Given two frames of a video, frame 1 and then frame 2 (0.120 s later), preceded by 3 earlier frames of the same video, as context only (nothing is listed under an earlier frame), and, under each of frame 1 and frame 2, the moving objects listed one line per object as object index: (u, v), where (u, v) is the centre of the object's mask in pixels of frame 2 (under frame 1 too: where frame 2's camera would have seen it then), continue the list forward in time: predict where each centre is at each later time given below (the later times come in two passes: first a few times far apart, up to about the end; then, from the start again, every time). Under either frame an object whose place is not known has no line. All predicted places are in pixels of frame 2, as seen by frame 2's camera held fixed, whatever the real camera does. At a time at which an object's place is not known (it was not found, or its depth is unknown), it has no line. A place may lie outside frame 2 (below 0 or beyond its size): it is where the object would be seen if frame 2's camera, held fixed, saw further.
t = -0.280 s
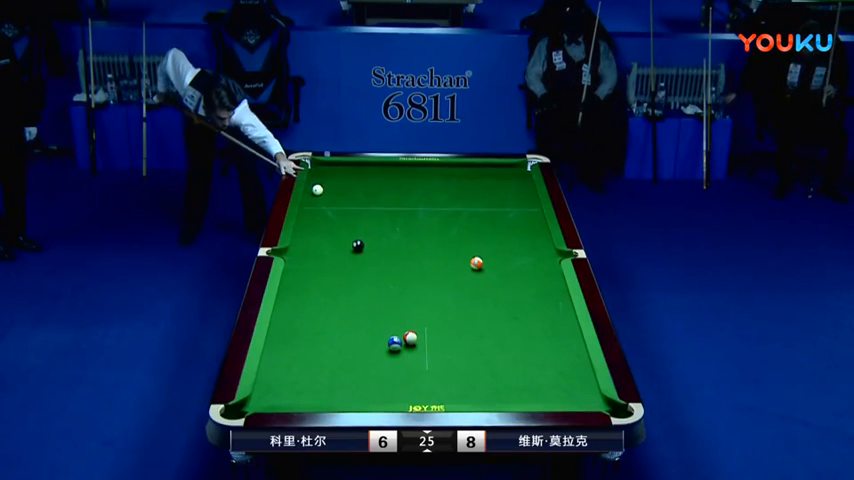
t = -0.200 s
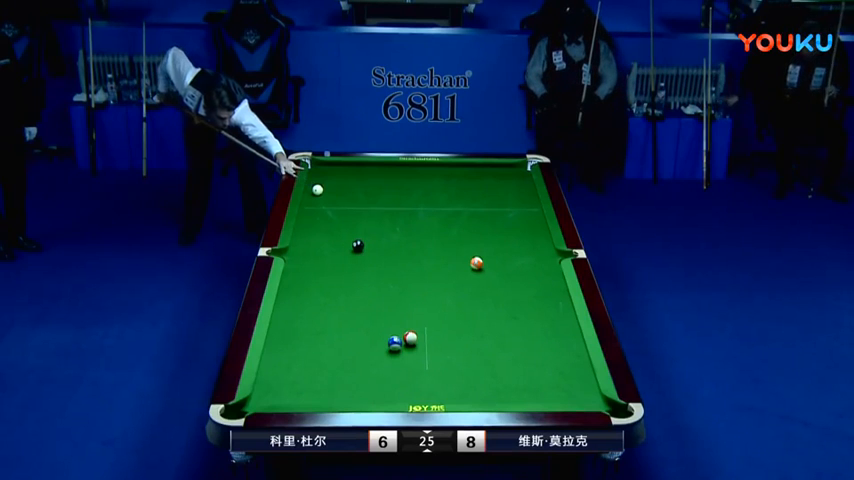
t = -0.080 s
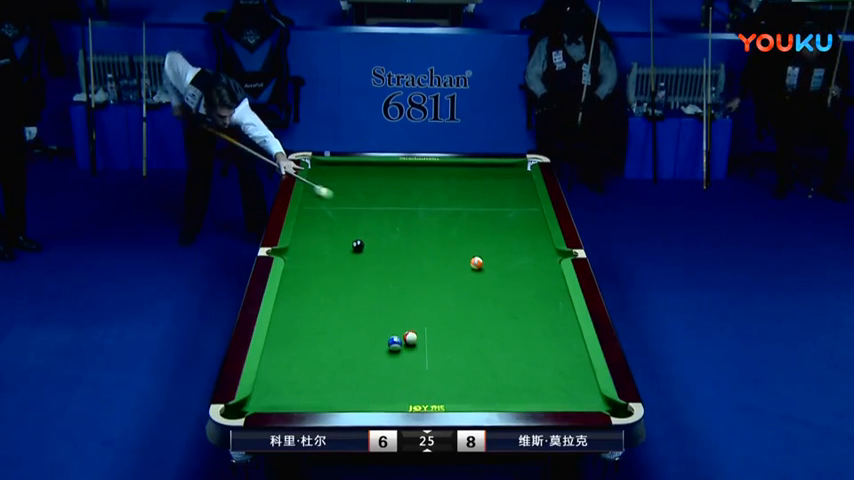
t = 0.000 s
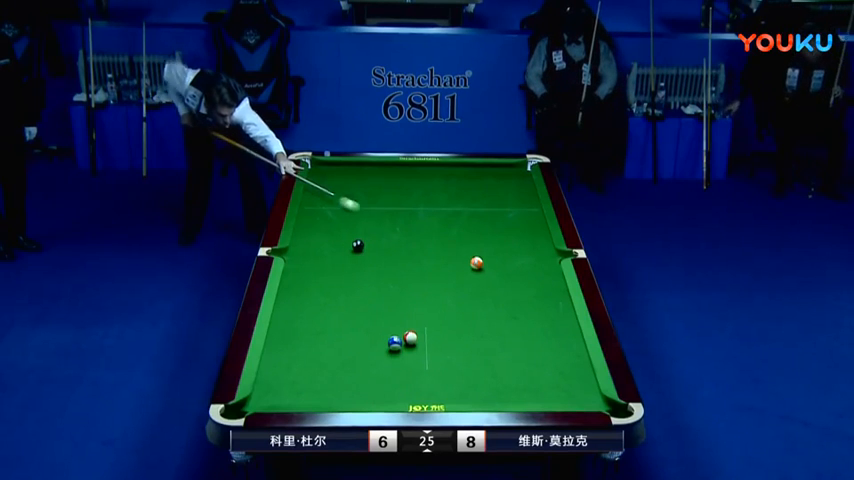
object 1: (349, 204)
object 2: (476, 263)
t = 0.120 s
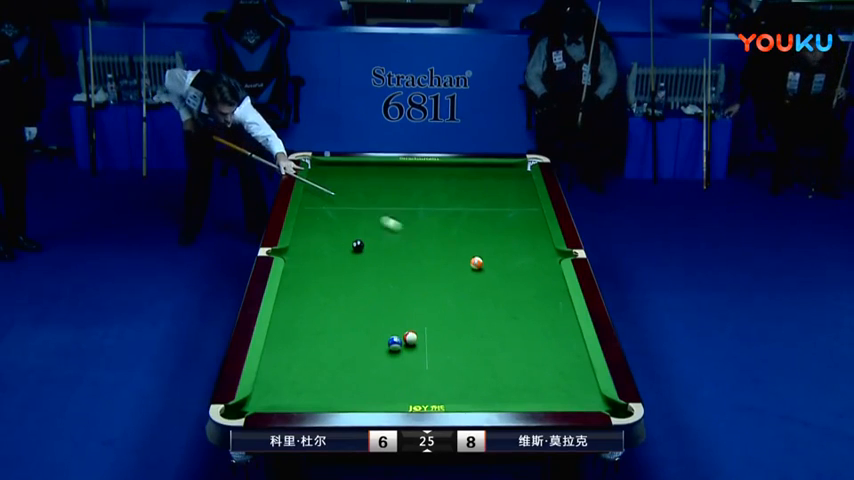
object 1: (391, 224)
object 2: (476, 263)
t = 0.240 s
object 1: (435, 245)
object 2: (476, 263)
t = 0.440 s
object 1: (468, 262)
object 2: (528, 285)
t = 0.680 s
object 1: (486, 273)
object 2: (529, 320)
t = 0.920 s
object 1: (509, 287)
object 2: (479, 347)
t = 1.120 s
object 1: (529, 298)
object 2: (435, 371)
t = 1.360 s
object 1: (554, 313)
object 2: (377, 398)
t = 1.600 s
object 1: (569, 326)
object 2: (324, 385)
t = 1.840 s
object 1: (561, 338)
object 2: (278, 367)
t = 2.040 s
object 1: (555, 348)
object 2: (289, 352)
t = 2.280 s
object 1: (548, 359)
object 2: (319, 335)
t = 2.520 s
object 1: (540, 371)
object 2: (346, 320)
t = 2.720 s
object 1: (534, 381)
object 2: (367, 308)
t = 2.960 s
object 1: (526, 392)
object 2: (391, 295)
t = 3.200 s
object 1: (519, 399)
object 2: (412, 283)
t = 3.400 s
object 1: (513, 396)
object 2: (428, 274)
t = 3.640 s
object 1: (506, 390)
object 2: (446, 264)
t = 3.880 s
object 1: (500, 385)
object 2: (464, 254)
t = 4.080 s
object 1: (495, 381)
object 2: (477, 247)
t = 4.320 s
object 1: (490, 377)
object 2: (492, 238)
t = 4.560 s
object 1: (485, 373)
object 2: (505, 230)
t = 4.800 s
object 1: (482, 371)
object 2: (518, 223)
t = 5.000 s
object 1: (479, 368)
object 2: (529, 219)
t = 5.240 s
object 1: (477, 366)
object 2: (537, 212)
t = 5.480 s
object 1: (475, 365)
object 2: (529, 208)
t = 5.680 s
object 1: (474, 365)
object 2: (523, 205)
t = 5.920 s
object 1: (473, 364)
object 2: (516, 202)
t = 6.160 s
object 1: (473, 364)
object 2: (509, 199)
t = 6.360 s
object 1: (473, 364)
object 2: (504, 196)
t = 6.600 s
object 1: (473, 364)
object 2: (499, 194)
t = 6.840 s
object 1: (473, 364)
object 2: (494, 192)
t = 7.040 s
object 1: (473, 364)
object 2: (491, 190)
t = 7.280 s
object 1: (473, 364)
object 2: (487, 188)
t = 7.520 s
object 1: (473, 364)
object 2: (484, 187)
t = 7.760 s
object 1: (473, 364)
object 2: (482, 186)
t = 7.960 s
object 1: (473, 364)
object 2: (480, 185)
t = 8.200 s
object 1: (473, 364)
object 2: (479, 184)
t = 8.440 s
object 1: (473, 364)
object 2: (478, 184)
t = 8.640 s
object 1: (473, 364)
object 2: (477, 184)
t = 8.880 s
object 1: (473, 364)
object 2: (477, 184)
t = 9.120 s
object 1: (473, 364)
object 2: (477, 184)
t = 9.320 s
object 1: (473, 365)
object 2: (477, 184)
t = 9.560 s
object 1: (473, 365)
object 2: (477, 184)
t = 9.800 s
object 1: (473, 365)
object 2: (477, 184)
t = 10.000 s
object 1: (473, 365)
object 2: (477, 184)
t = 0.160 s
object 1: (405, 230)
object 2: (476, 263)
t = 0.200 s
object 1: (420, 237)
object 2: (476, 263)
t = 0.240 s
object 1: (435, 245)
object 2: (476, 263)
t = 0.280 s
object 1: (451, 252)
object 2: (476, 263)
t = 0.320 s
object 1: (464, 258)
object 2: (479, 264)
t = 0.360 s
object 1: (467, 260)
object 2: (494, 270)
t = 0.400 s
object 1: (468, 261)
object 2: (511, 278)
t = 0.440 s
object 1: (468, 262)
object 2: (528, 285)
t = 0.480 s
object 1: (470, 263)
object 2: (544, 292)
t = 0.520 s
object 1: (472, 265)
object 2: (560, 299)
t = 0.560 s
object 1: (475, 266)
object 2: (560, 305)
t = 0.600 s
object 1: (478, 268)
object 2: (549, 309)
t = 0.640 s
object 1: (482, 271)
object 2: (539, 315)
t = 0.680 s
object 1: (486, 273)
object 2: (529, 320)
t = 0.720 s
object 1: (490, 275)
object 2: (520, 324)
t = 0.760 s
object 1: (493, 277)
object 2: (511, 329)
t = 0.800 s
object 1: (498, 280)
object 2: (503, 333)
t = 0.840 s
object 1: (502, 282)
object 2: (496, 337)
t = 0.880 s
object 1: (506, 284)
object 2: (488, 342)
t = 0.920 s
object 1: (509, 287)
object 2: (479, 347)
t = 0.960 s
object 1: (514, 289)
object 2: (470, 350)
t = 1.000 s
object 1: (518, 291)
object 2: (462, 356)
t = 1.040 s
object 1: (522, 293)
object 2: (452, 361)
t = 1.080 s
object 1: (526, 296)
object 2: (444, 366)
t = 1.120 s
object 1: (529, 298)
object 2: (435, 371)
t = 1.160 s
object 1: (534, 301)
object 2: (424, 376)
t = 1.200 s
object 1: (538, 303)
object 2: (415, 381)
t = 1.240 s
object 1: (542, 305)
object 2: (406, 386)
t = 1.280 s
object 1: (546, 308)
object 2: (395, 391)
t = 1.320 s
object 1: (550, 310)
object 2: (386, 395)
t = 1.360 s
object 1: (554, 313)
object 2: (377, 398)
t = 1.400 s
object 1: (558, 315)
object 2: (366, 399)
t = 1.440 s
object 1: (562, 317)
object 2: (358, 396)
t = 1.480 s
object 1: (566, 320)
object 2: (349, 395)
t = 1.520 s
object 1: (570, 322)
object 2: (341, 392)
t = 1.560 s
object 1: (570, 324)
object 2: (332, 389)
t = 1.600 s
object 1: (569, 326)
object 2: (324, 385)
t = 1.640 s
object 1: (568, 328)
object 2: (317, 382)
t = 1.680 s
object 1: (567, 330)
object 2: (309, 379)
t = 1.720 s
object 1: (565, 332)
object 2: (301, 376)
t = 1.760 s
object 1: (564, 334)
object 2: (294, 373)
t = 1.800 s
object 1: (563, 336)
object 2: (285, 371)
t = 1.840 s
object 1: (561, 338)
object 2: (278, 367)
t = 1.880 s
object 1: (560, 340)
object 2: (270, 365)
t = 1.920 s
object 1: (559, 342)
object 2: (269, 361)
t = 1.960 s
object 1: (558, 344)
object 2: (276, 358)
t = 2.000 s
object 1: (557, 346)
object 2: (283, 355)
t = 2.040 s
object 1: (555, 348)
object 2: (289, 352)
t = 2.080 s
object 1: (554, 350)
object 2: (294, 349)
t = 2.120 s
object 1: (553, 352)
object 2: (298, 347)
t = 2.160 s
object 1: (552, 354)
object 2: (304, 343)
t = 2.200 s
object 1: (550, 355)
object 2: (309, 341)
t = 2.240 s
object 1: (549, 358)
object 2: (314, 338)
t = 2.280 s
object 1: (548, 359)
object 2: (319, 335)
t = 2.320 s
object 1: (547, 361)
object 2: (323, 333)
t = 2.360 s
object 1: (545, 363)
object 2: (328, 330)
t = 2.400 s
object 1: (544, 366)
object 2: (332, 328)
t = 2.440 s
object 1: (543, 367)
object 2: (337, 325)
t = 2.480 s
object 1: (541, 369)
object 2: (341, 323)
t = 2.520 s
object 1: (540, 371)
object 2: (346, 320)
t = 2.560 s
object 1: (539, 373)
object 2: (351, 318)
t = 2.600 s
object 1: (538, 375)
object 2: (354, 316)
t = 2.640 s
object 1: (537, 377)
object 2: (359, 313)
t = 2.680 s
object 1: (536, 379)
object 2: (363, 310)
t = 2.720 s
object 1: (534, 381)
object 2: (367, 308)
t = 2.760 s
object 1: (533, 382)
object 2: (371, 306)
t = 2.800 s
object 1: (531, 384)
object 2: (375, 304)
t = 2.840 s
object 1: (530, 386)
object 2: (379, 302)
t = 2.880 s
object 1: (529, 388)
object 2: (383, 300)
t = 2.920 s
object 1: (528, 390)
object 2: (386, 297)
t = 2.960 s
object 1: (526, 392)
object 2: (391, 295)
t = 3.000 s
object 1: (525, 393)
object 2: (394, 293)
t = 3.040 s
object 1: (524, 395)
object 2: (398, 291)
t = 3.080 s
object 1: (523, 396)
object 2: (402, 289)
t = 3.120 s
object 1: (521, 397)
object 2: (404, 287)
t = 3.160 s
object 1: (520, 398)
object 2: (408, 285)
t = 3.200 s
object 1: (519, 399)
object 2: (412, 283)
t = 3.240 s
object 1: (517, 398)
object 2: (415, 282)
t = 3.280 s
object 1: (517, 397)
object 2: (419, 280)
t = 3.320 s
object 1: (515, 397)
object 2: (422, 278)
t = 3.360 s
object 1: (514, 396)
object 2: (425, 276)
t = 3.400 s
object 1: (513, 396)
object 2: (428, 274)
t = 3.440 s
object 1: (511, 395)
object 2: (432, 272)
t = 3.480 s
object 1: (510, 395)
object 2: (435, 271)
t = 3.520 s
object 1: (509, 393)
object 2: (438, 269)
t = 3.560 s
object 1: (508, 392)
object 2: (441, 267)
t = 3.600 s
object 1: (507, 391)
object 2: (444, 265)
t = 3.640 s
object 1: (506, 390)
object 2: (446, 264)
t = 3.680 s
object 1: (505, 390)
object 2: (450, 262)
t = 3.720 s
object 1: (504, 389)
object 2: (453, 260)
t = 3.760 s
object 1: (503, 388)
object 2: (456, 259)
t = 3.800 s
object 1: (501, 387)
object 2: (458, 257)
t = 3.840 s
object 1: (501, 386)
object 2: (462, 256)
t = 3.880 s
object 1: (500, 385)
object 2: (464, 254)
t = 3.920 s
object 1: (499, 384)
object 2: (466, 253)
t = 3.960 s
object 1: (498, 384)
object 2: (470, 251)
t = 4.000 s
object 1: (497, 383)
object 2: (472, 250)
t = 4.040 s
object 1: (496, 382)
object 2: (475, 249)
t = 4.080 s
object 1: (495, 381)
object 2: (477, 247)
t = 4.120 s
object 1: (494, 380)
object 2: (480, 245)
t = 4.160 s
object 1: (493, 380)
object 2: (482, 244)
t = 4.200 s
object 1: (492, 379)
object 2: (484, 243)
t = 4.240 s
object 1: (492, 379)
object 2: (487, 241)
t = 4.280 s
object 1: (491, 378)
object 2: (489, 239)
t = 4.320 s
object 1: (490, 377)
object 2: (492, 238)
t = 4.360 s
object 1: (489, 376)
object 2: (494, 238)
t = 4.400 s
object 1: (488, 376)
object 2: (497, 236)
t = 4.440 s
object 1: (488, 375)
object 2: (499, 235)
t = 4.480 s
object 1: (487, 375)
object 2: (501, 234)
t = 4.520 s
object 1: (486, 374)
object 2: (503, 232)
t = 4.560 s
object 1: (485, 373)
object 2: (505, 230)
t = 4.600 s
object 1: (485, 373)
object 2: (508, 230)
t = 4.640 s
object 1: (484, 373)
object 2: (510, 229)
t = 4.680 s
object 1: (483, 372)
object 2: (512, 228)
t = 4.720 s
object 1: (483, 372)
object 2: (514, 226)
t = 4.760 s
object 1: (482, 371)
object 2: (516, 225)
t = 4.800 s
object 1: (482, 371)
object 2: (518, 223)
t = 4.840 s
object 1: (481, 370)
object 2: (520, 223)
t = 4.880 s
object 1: (481, 370)
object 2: (522, 222)
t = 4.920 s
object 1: (480, 369)
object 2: (524, 220)
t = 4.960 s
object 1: (480, 369)
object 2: (526, 219)
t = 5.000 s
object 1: (479, 368)
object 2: (529, 219)
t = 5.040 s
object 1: (479, 368)
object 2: (530, 218)
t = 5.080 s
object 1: (478, 368)
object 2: (532, 217)
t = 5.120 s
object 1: (478, 368)
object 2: (534, 215)
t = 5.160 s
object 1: (478, 367)
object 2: (536, 214)
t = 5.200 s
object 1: (477, 367)
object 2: (538, 213)
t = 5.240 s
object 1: (477, 366)
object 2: (537, 212)
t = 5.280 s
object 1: (476, 366)
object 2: (536, 212)
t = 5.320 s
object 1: (476, 366)
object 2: (534, 211)
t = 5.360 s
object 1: (476, 366)
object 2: (533, 210)
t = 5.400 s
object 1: (475, 366)
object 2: (531, 210)
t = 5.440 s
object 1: (475, 366)
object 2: (530, 209)
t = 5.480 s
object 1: (475, 365)
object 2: (529, 208)
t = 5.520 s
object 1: (475, 365)
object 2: (528, 208)
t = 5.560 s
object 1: (474, 365)
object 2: (526, 207)
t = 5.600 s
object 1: (474, 365)
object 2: (525, 206)
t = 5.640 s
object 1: (474, 365)
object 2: (524, 206)
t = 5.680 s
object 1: (474, 365)
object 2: (523, 205)
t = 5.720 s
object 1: (474, 364)
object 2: (521, 205)
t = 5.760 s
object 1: (474, 364)
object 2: (520, 204)
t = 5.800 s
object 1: (473, 364)
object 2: (519, 204)
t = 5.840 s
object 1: (473, 364)
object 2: (518, 203)
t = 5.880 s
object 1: (473, 364)
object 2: (517, 202)
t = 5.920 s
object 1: (473, 364)
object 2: (516, 202)
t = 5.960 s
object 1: (473, 364)
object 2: (514, 201)
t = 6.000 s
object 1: (473, 364)
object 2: (513, 201)
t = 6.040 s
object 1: (473, 364)
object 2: (512, 200)
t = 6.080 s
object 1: (473, 364)
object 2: (511, 200)
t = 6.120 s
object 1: (473, 364)
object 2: (510, 199)
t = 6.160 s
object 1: (473, 364)
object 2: (509, 199)
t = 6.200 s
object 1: (473, 364)
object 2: (508, 198)
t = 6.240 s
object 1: (473, 364)
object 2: (507, 198)
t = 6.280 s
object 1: (473, 364)
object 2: (506, 197)
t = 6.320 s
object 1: (473, 364)
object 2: (505, 197)
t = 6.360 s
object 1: (473, 364)
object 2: (504, 196)
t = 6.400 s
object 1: (473, 364)
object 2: (503, 196)
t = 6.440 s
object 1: (473, 364)
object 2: (502, 195)
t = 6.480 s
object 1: (473, 364)
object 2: (501, 195)
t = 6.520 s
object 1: (473, 364)
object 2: (500, 195)
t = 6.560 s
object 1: (473, 364)
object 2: (500, 194)
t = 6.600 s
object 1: (473, 364)
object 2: (499, 194)
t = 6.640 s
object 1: (473, 364)
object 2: (498, 193)
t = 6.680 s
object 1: (473, 364)
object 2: (497, 193)
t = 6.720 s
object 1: (473, 364)
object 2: (496, 193)
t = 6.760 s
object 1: (473, 364)
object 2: (496, 192)
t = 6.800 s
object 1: (473, 364)
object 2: (495, 192)
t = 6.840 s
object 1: (473, 364)
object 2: (494, 192)
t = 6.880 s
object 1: (473, 364)
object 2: (494, 192)
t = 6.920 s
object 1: (473, 364)
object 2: (493, 191)
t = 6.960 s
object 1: (473, 364)
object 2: (492, 191)
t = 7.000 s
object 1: (473, 364)
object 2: (492, 190)
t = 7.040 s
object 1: (473, 364)
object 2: (491, 190)
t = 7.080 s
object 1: (473, 364)
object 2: (490, 190)
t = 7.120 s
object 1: (473, 364)
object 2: (490, 189)
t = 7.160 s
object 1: (473, 364)
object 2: (489, 189)
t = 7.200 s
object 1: (473, 364)
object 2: (489, 189)
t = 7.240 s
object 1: (473, 364)
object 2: (488, 189)
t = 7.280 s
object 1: (473, 364)
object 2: (487, 188)
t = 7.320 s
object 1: (473, 364)
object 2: (487, 188)
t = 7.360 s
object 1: (473, 364)
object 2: (486, 188)
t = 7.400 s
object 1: (473, 364)
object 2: (486, 187)
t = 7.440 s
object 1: (473, 364)
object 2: (485, 187)
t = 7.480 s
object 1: (473, 364)
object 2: (485, 187)
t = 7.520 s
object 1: (473, 364)
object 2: (484, 187)
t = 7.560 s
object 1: (473, 364)
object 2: (484, 187)
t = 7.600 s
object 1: (473, 364)
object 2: (484, 186)
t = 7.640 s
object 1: (473, 364)
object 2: (483, 186)
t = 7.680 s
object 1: (473, 364)
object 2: (483, 186)
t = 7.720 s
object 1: (473, 364)
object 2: (482, 186)
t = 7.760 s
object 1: (473, 364)
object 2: (482, 186)
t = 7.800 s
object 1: (473, 364)
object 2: (482, 186)
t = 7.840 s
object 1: (473, 364)
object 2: (481, 185)
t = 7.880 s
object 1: (473, 365)
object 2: (481, 185)
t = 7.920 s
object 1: (473, 364)
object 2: (481, 185)
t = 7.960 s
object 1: (473, 364)
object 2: (480, 185)
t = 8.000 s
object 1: (473, 364)
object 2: (480, 185)
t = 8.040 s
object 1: (473, 364)
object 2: (480, 185)
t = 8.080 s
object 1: (473, 365)
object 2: (479, 185)
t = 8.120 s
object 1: (473, 364)
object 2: (479, 185)
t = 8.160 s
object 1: (473, 364)
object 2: (479, 185)
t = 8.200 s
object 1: (473, 364)
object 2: (479, 184)
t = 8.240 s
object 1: (473, 364)
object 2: (478, 184)
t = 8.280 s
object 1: (473, 364)
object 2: (478, 184)
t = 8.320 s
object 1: (473, 364)
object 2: (478, 184)
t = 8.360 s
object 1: (473, 364)
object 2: (478, 184)
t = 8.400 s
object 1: (473, 364)
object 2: (478, 184)
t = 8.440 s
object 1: (473, 364)
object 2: (478, 184)
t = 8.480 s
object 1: (473, 364)
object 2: (478, 184)
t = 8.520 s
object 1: (473, 364)
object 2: (478, 184)
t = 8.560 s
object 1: (473, 364)
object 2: (477, 184)
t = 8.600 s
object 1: (473, 364)
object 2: (477, 184)
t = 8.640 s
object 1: (473, 364)
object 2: (477, 184)
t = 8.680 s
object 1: (473, 364)
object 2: (477, 184)
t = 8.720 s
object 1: (473, 364)
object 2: (477, 184)
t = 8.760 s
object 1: (473, 365)
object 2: (477, 184)
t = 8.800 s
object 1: (473, 365)
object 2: (477, 184)
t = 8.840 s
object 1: (473, 365)
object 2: (477, 184)
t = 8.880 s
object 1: (473, 364)
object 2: (477, 184)
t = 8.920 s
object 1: (473, 364)
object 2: (477, 184)
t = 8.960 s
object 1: (473, 364)
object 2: (477, 184)
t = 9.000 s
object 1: (473, 365)
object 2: (477, 184)
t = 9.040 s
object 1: (473, 364)
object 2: (477, 184)
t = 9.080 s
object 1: (473, 364)
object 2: (477, 184)
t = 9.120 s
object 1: (473, 364)
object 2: (477, 184)
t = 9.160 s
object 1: (473, 365)
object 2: (477, 184)
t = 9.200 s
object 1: (473, 365)
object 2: (477, 184)
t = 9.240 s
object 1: (473, 365)
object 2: (477, 184)
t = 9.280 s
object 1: (473, 365)
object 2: (477, 184)
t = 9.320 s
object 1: (473, 365)
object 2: (477, 184)
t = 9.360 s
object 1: (473, 365)
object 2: (477, 184)
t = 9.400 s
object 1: (473, 365)
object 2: (477, 184)
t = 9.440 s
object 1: (473, 365)
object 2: (477, 184)
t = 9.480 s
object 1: (473, 365)
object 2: (477, 184)
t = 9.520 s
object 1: (473, 365)
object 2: (477, 184)
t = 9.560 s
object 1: (473, 365)
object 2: (477, 184)
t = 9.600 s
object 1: (473, 365)
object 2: (477, 184)
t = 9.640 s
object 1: (473, 365)
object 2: (477, 184)
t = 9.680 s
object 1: (473, 365)
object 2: (477, 184)
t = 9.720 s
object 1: (473, 365)
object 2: (477, 184)
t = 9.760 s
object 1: (473, 365)
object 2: (477, 184)
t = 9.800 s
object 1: (473, 365)
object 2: (477, 184)
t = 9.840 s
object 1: (473, 365)
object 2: (477, 184)
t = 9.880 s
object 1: (473, 365)
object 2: (477, 184)
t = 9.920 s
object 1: (473, 365)
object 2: (477, 184)
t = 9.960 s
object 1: (473, 365)
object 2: (477, 184)
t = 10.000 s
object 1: (473, 365)
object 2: (477, 184)
